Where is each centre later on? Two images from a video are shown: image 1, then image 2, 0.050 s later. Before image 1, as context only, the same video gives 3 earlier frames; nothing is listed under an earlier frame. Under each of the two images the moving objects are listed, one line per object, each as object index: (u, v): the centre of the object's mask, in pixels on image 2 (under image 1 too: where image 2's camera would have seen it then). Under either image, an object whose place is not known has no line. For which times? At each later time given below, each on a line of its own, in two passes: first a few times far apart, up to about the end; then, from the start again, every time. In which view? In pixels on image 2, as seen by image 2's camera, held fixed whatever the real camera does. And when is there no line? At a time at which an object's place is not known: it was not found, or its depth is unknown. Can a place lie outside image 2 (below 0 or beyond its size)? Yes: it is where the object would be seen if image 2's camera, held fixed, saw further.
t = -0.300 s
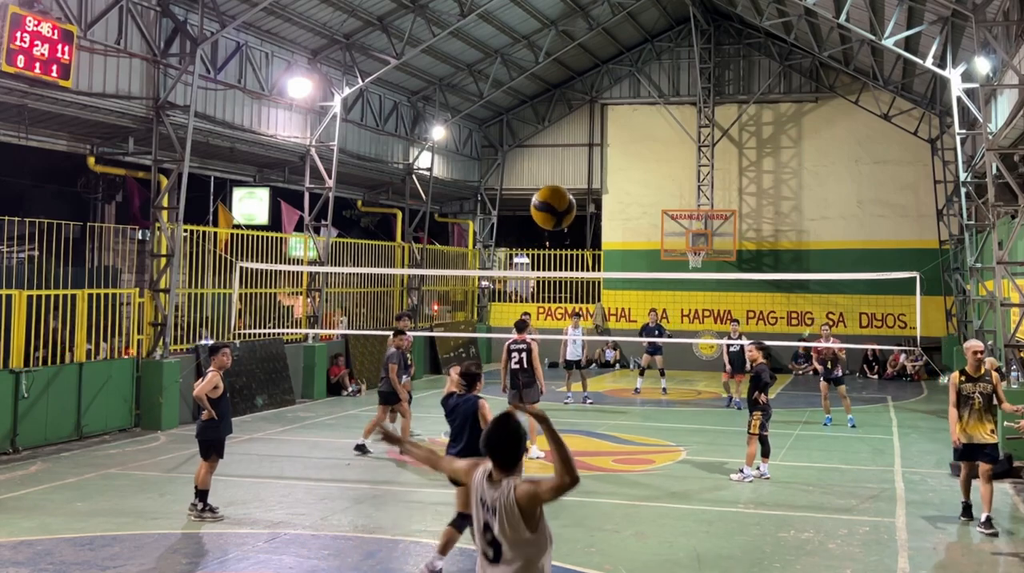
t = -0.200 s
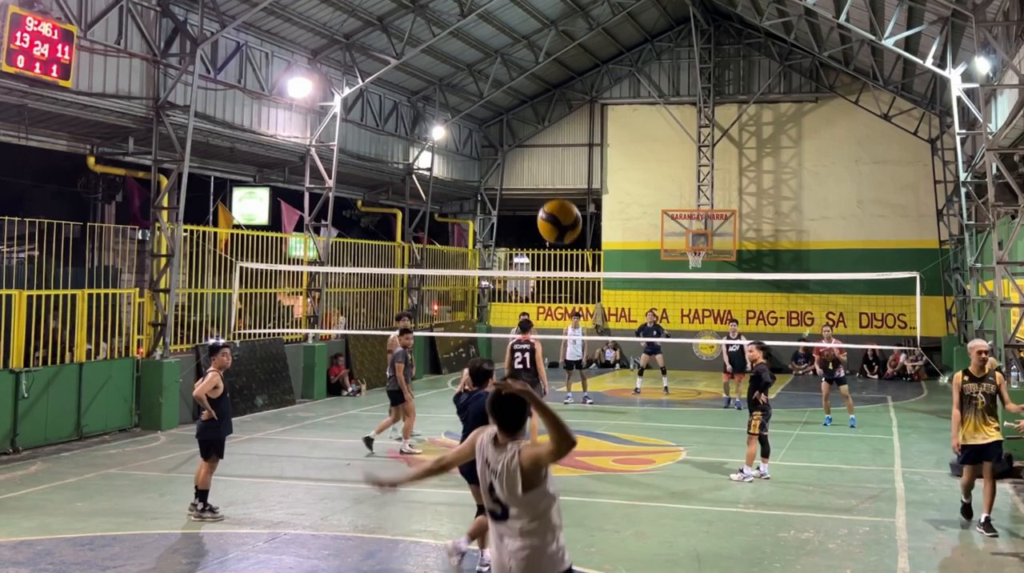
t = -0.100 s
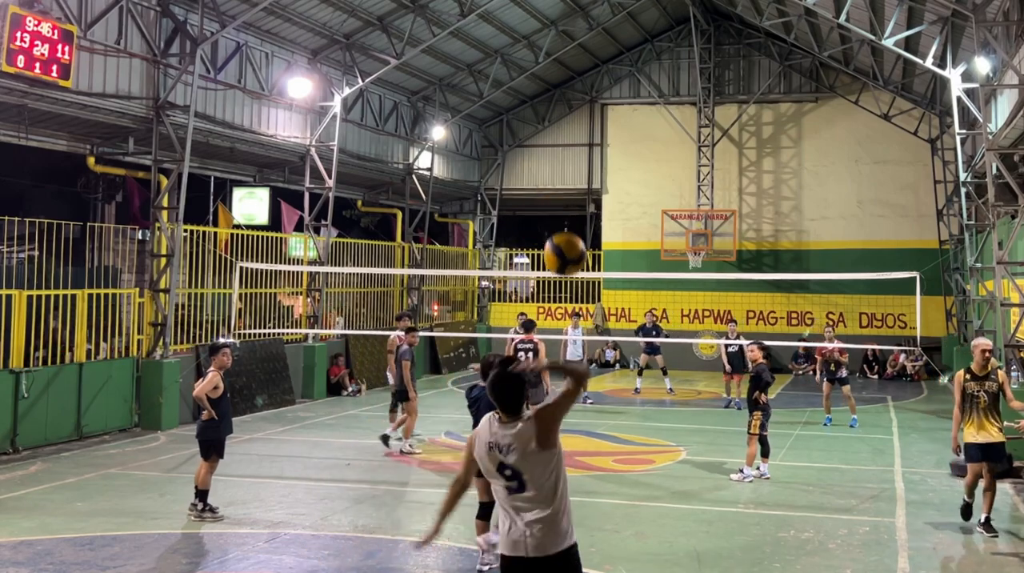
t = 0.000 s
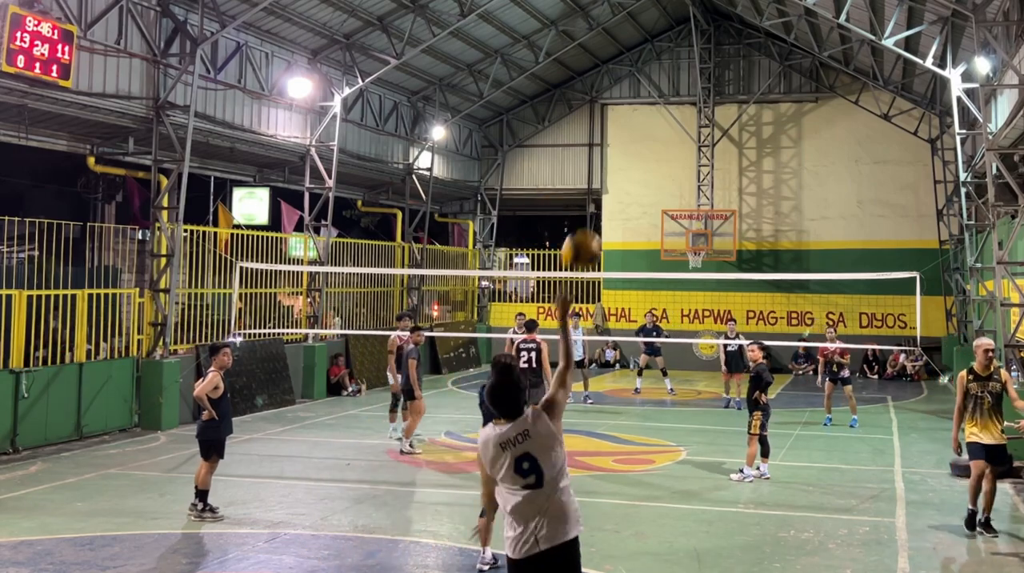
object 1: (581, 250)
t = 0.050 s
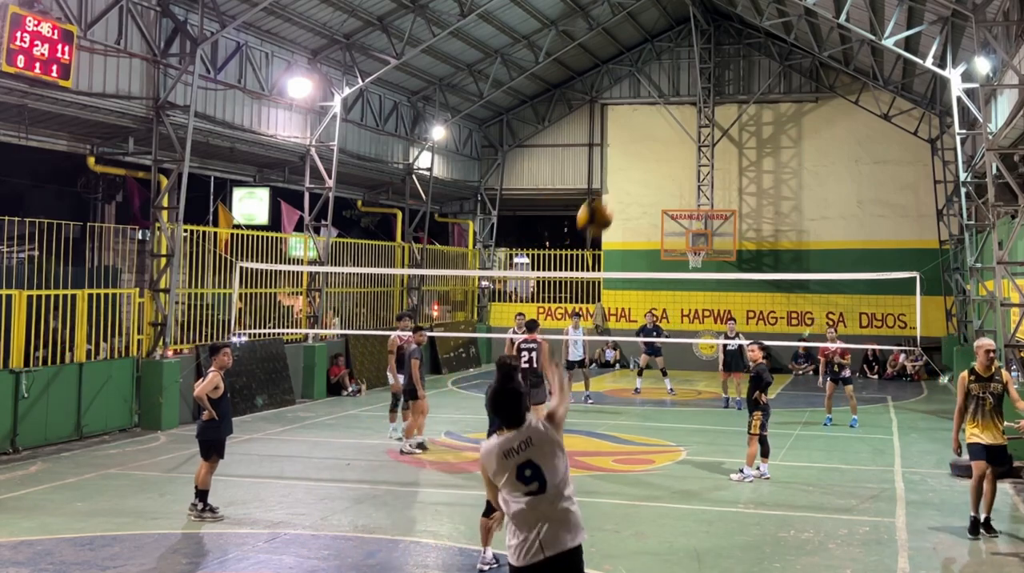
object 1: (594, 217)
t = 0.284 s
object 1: (631, 147)
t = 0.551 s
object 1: (651, 153)
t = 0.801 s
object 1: (669, 195)
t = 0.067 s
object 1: (598, 208)
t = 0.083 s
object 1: (602, 199)
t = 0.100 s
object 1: (605, 192)
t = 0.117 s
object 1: (610, 184)
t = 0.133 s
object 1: (613, 178)
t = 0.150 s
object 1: (615, 173)
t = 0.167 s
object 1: (618, 168)
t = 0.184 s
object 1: (620, 164)
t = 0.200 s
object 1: (623, 160)
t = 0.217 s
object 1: (625, 156)
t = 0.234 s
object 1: (627, 153)
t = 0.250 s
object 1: (628, 151)
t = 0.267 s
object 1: (630, 149)
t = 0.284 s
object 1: (631, 147)
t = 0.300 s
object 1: (633, 146)
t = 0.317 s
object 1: (634, 145)
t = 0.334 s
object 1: (635, 144)
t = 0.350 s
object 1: (637, 144)
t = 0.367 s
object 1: (638, 143)
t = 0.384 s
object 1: (639, 143)
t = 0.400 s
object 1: (640, 143)
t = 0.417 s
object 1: (641, 144)
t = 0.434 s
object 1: (643, 144)
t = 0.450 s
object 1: (643, 145)
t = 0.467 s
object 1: (644, 146)
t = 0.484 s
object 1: (646, 147)
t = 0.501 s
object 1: (647, 148)
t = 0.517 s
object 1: (648, 149)
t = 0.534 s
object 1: (649, 151)
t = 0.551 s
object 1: (651, 153)
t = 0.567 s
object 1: (652, 154)
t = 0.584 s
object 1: (653, 156)
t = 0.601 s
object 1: (654, 158)
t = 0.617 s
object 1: (655, 160)
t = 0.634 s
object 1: (656, 163)
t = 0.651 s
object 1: (658, 166)
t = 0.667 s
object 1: (659, 168)
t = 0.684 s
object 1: (660, 171)
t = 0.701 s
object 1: (662, 175)
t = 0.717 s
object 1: (663, 177)
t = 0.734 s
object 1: (664, 181)
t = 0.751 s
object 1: (665, 184)
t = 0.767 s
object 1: (667, 188)
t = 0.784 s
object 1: (668, 192)
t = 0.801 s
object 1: (669, 195)
